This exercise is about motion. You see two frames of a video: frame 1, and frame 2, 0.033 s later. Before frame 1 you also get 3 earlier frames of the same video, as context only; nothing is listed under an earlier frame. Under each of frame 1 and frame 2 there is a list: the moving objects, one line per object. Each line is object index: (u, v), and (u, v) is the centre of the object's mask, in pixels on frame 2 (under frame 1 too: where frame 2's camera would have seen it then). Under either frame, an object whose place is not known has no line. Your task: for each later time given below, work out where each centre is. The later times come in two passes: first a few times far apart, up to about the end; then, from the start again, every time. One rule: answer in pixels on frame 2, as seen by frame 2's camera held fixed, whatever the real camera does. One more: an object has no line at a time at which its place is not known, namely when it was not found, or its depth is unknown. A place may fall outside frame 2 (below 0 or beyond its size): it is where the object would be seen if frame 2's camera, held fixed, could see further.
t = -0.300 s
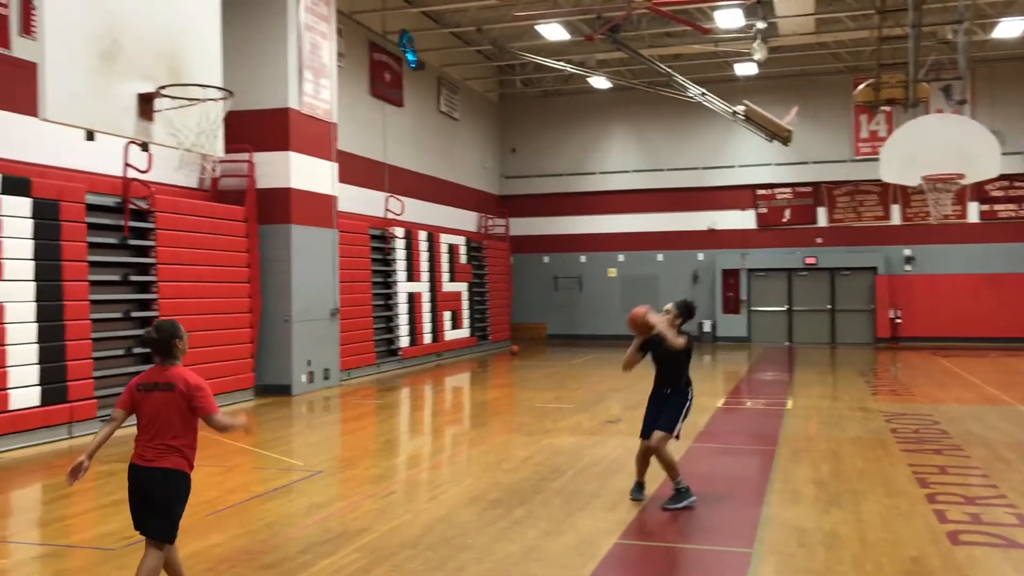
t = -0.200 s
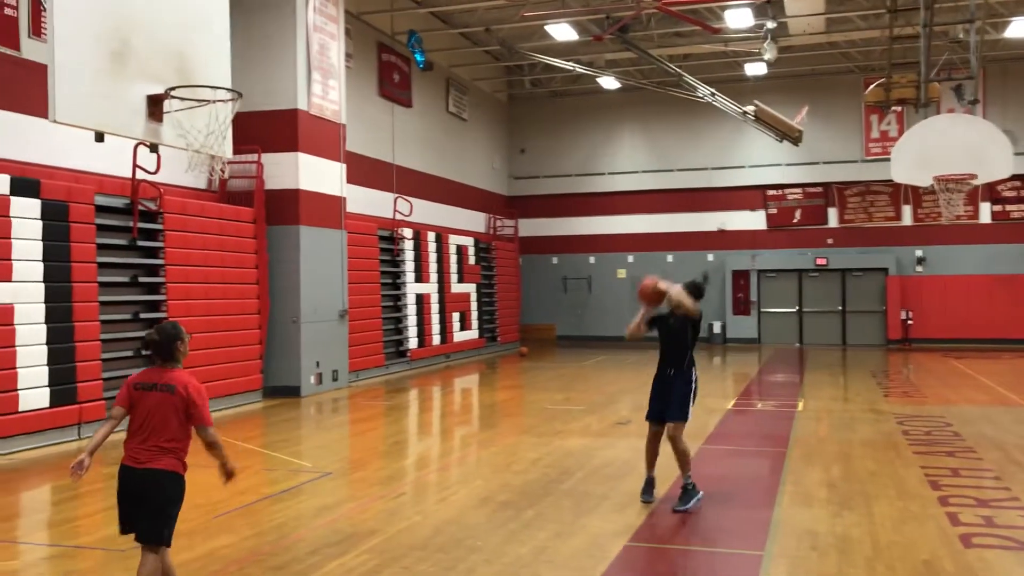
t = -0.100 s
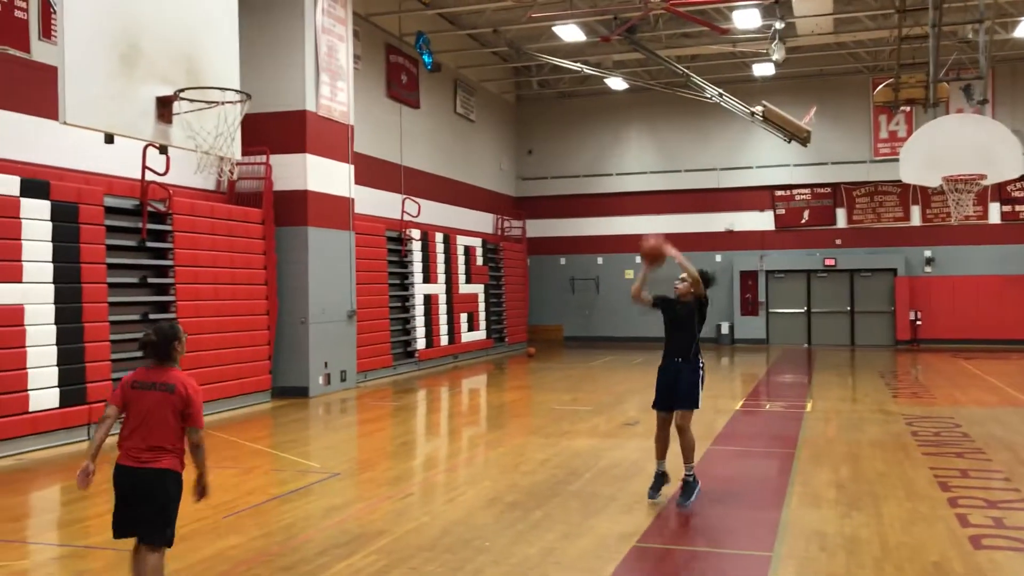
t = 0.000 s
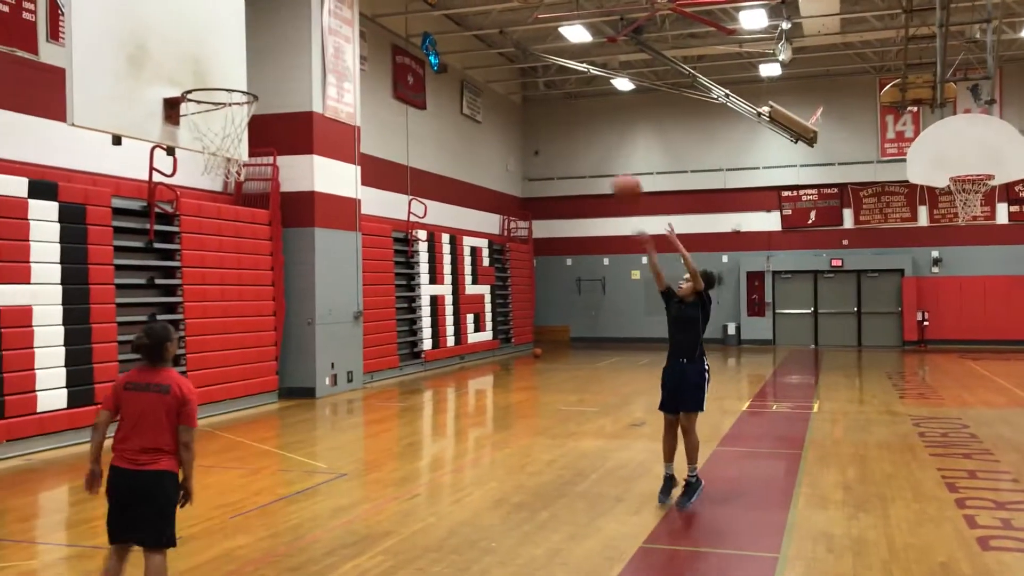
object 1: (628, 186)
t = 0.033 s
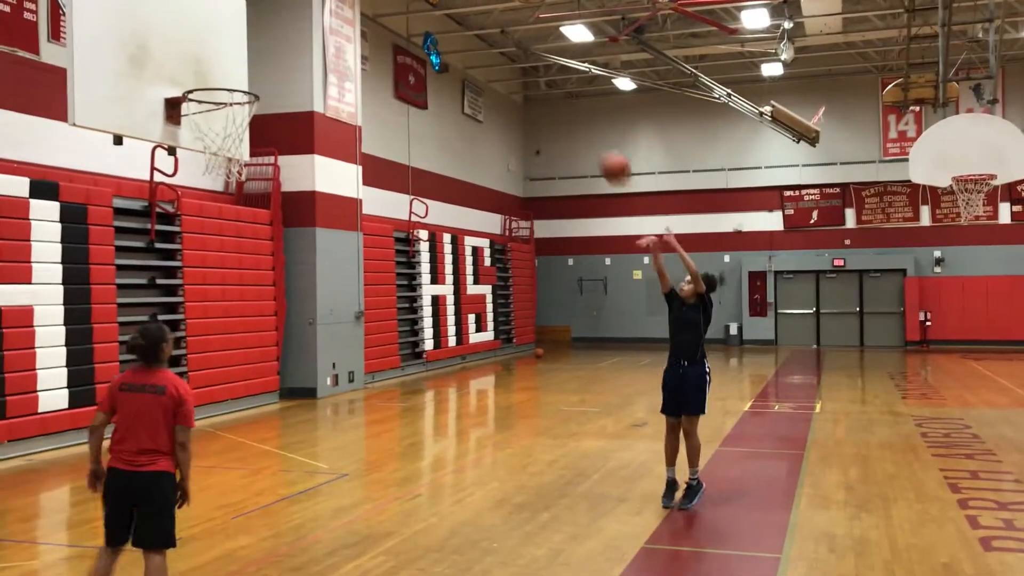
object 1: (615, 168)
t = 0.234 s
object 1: (532, 71)
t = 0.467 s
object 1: (426, 15)
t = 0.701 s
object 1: (310, 32)
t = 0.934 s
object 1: (189, 122)
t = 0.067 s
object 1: (601, 149)
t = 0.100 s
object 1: (587, 130)
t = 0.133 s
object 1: (575, 113)
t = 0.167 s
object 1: (562, 99)
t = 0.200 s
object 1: (546, 85)
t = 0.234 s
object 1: (532, 71)
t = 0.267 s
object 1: (517, 59)
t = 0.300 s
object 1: (503, 49)
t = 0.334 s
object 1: (487, 39)
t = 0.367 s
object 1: (471, 30)
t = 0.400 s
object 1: (456, 24)
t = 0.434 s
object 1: (442, 18)
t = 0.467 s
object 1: (426, 15)
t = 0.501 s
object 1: (411, 14)
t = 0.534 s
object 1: (395, 13)
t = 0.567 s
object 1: (379, 14)
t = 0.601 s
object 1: (360, 13)
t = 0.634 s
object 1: (346, 20)
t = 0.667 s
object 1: (329, 25)
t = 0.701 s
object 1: (310, 32)
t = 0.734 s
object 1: (294, 40)
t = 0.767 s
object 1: (277, 49)
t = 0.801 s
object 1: (261, 61)
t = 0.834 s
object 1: (243, 74)
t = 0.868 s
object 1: (223, 89)
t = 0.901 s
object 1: (205, 108)
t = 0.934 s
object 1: (189, 122)
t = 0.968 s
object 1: (184, 131)
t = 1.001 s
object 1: (182, 134)
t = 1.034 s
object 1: (181, 137)
